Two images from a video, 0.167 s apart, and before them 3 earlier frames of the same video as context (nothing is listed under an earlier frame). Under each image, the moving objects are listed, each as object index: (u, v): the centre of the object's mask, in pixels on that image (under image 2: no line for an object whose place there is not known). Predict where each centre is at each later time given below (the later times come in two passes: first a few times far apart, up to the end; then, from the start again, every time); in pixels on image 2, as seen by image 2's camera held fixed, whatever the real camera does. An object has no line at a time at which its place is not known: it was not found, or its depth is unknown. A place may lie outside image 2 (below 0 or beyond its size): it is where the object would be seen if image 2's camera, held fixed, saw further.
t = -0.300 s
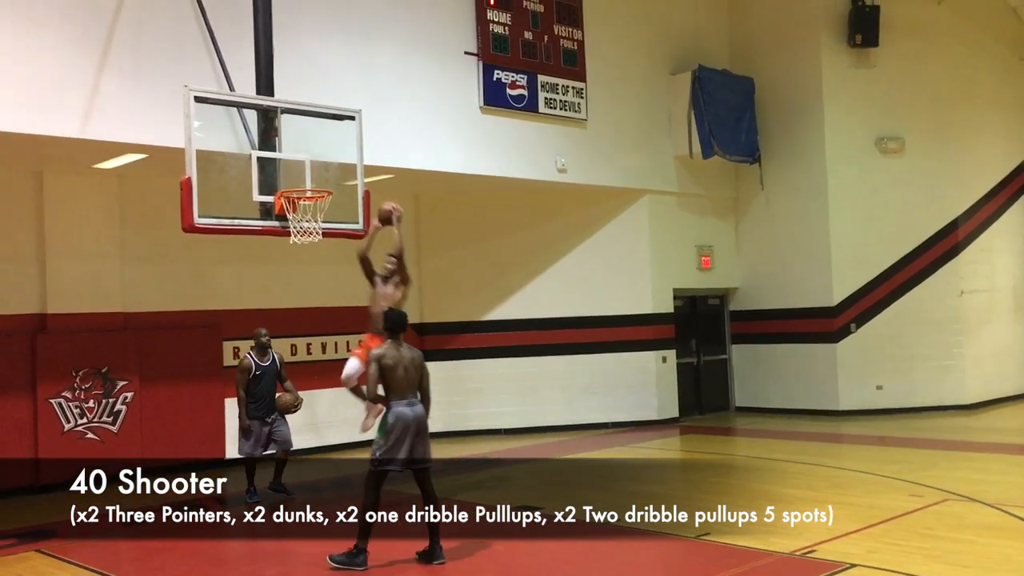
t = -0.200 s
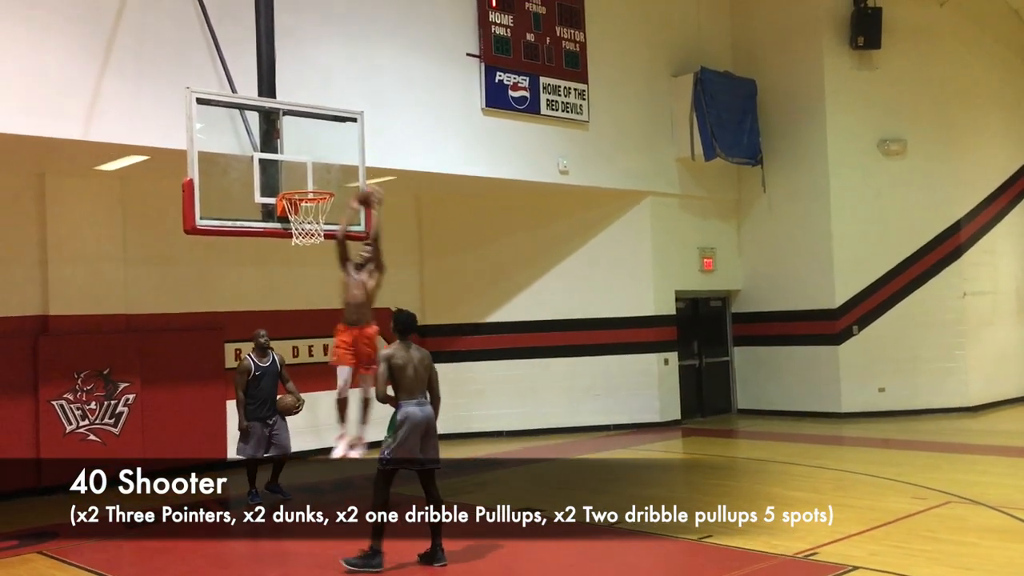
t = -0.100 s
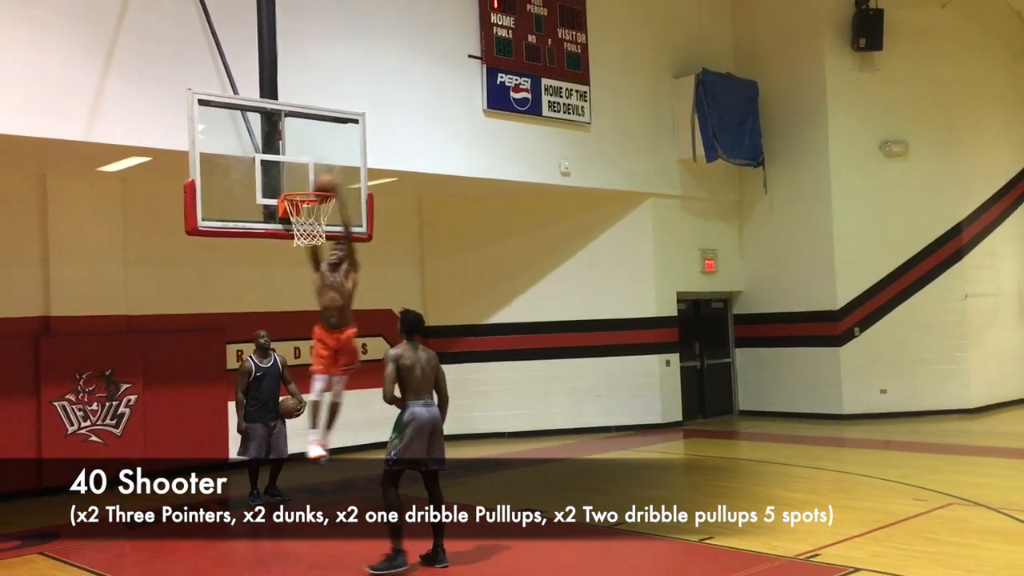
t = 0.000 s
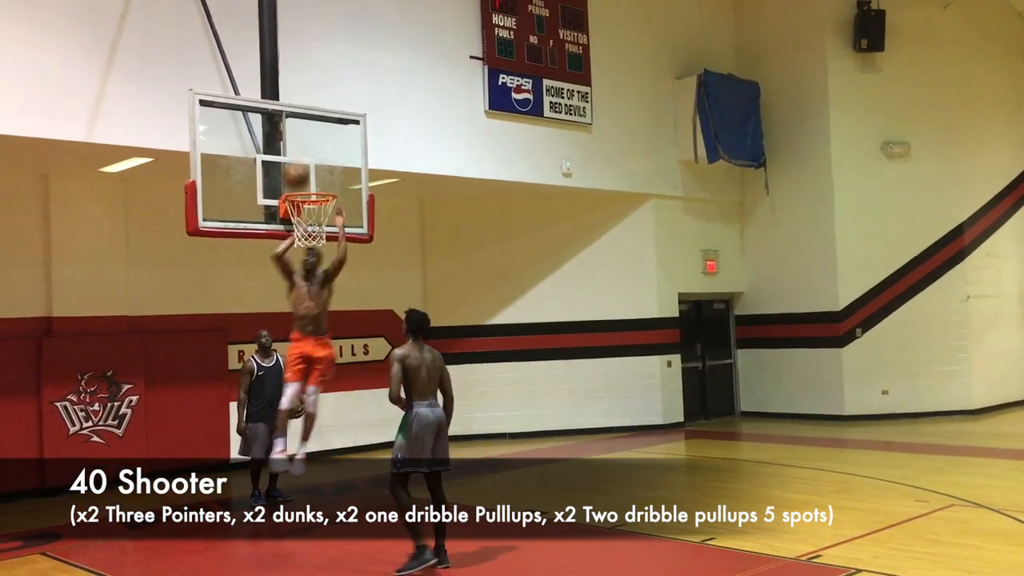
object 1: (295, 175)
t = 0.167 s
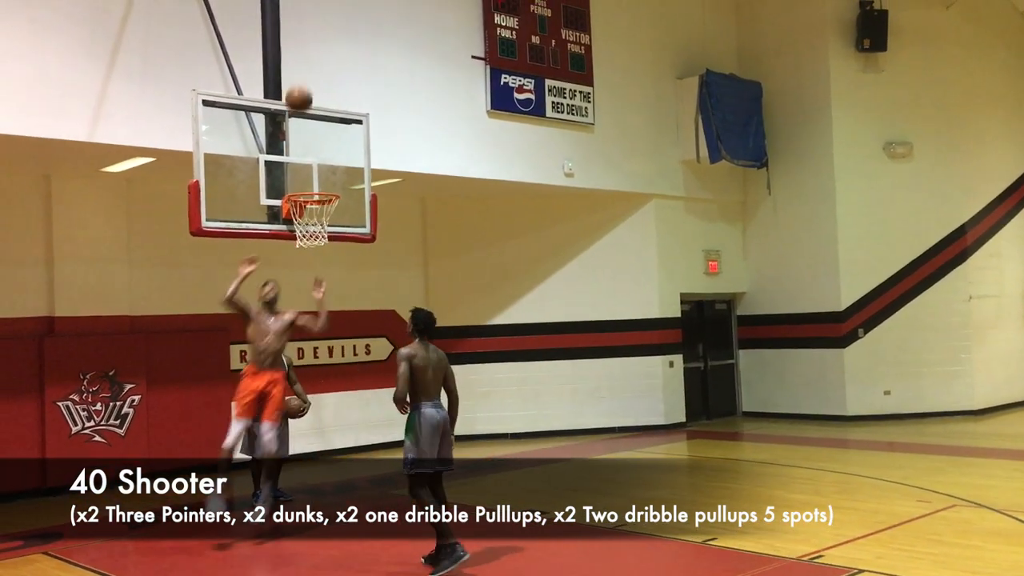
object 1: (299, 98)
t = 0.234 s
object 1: (299, 77)
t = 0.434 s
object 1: (302, 42)
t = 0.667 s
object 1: (307, 55)
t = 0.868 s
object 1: (314, 113)
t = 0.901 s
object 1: (315, 127)
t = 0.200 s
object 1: (299, 87)
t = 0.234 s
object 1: (299, 77)
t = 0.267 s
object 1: (300, 68)
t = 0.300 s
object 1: (300, 60)
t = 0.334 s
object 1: (300, 54)
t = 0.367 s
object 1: (301, 49)
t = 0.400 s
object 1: (302, 45)
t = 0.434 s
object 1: (302, 42)
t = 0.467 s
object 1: (303, 40)
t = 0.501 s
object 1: (303, 40)
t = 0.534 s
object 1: (304, 40)
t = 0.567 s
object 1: (305, 42)
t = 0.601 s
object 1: (305, 45)
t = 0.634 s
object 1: (306, 49)
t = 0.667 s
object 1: (307, 55)
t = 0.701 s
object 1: (308, 61)
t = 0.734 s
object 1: (309, 69)
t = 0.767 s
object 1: (310, 78)
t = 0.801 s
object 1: (311, 88)
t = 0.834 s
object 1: (313, 99)
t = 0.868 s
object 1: (314, 113)
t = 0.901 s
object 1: (315, 127)
